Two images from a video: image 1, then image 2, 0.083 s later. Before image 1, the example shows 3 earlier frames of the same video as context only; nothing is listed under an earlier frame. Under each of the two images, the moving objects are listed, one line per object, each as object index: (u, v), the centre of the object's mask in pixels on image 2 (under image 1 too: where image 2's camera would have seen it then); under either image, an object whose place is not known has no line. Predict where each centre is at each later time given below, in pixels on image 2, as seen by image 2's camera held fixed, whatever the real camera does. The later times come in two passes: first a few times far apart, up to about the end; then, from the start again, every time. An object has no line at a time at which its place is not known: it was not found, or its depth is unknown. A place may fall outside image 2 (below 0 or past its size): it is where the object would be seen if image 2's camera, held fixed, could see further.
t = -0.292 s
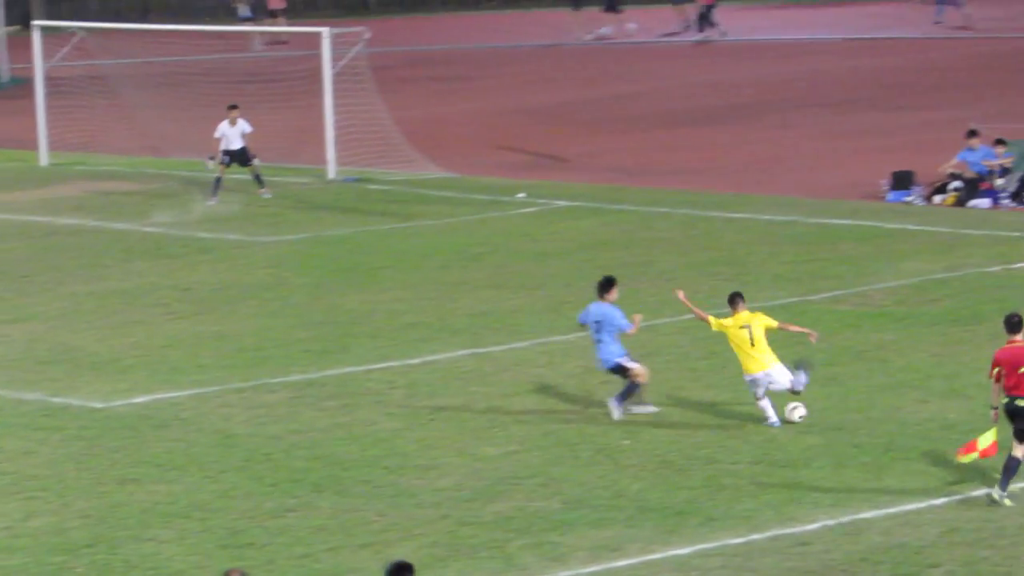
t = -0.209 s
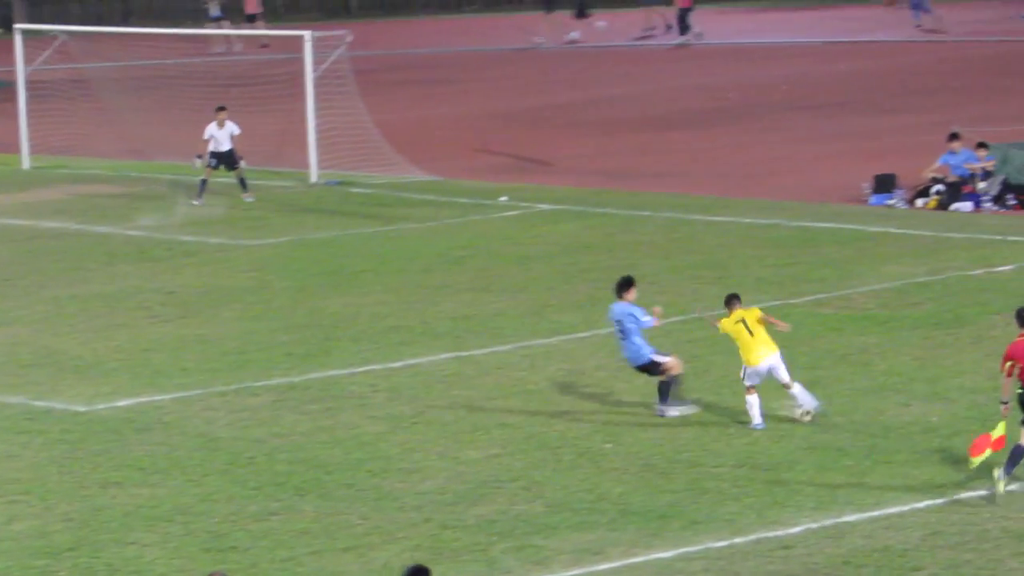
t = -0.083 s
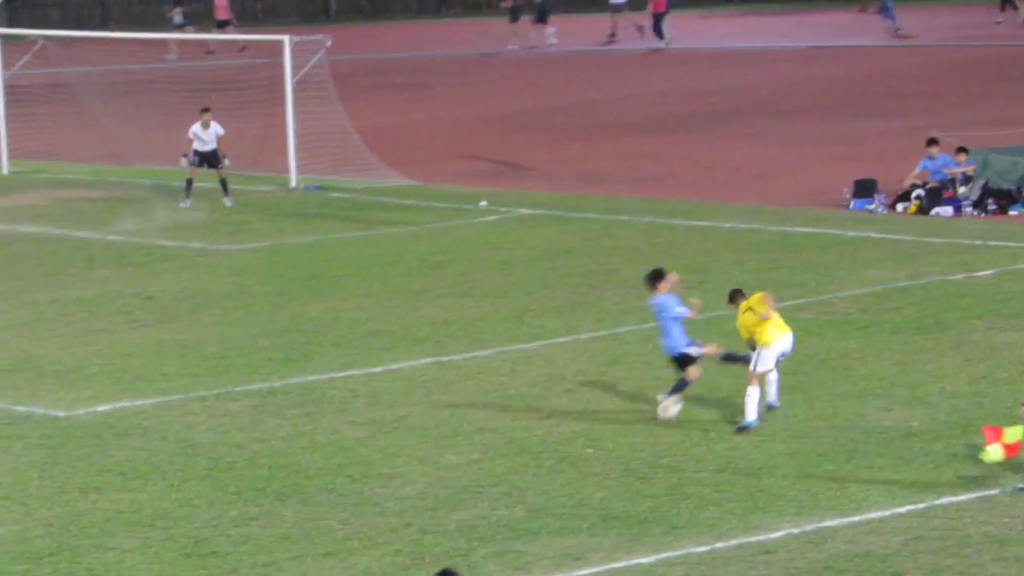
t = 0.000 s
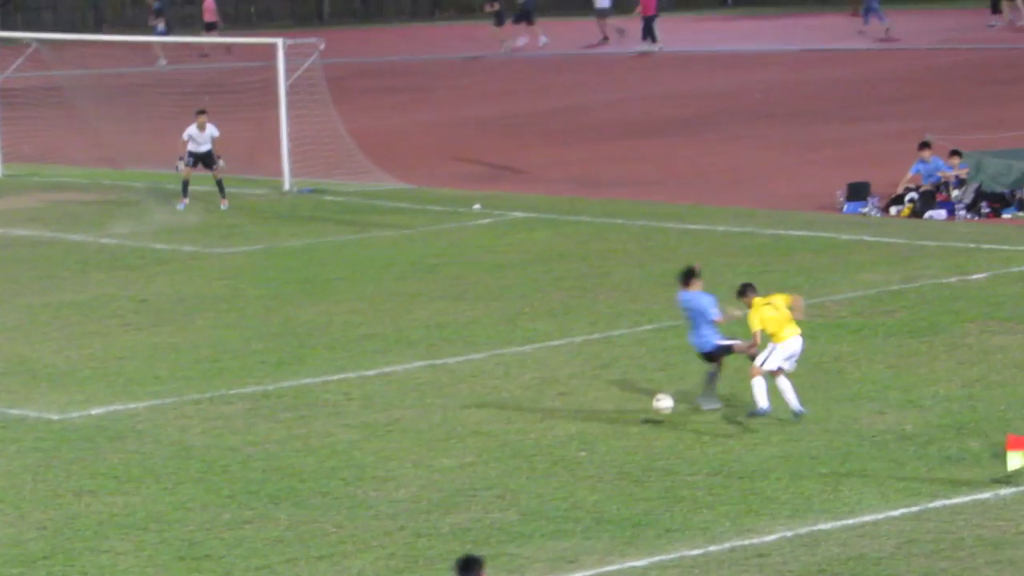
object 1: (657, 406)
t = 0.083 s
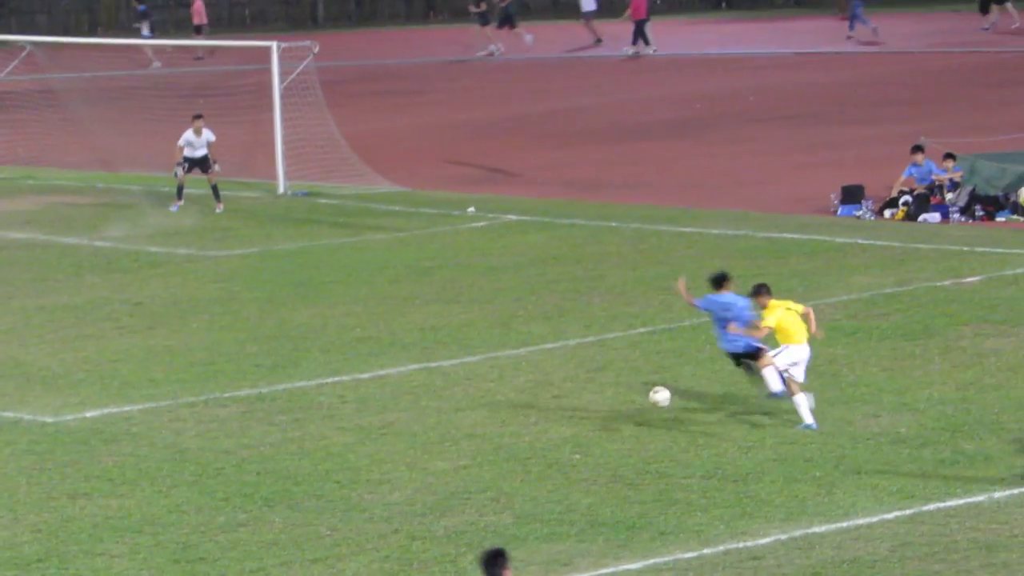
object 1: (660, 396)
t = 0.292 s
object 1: (667, 399)
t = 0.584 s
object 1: (677, 432)
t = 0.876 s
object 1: (682, 447)
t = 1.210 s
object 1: (687, 466)
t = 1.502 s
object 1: (694, 477)
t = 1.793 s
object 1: (695, 486)
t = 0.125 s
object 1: (661, 394)
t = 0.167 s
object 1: (662, 393)
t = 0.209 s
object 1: (664, 393)
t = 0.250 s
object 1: (666, 395)
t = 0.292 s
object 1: (667, 399)
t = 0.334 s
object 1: (669, 405)
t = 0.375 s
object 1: (671, 412)
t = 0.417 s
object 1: (673, 421)
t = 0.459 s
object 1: (674, 432)
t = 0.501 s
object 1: (676, 441)
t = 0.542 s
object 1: (676, 437)
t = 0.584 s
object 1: (677, 432)
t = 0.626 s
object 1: (677, 429)
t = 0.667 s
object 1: (678, 428)
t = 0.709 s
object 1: (679, 429)
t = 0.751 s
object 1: (679, 431)
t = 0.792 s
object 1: (680, 435)
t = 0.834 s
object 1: (681, 440)
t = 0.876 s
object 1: (682, 447)
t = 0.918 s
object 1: (683, 456)
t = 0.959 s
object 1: (683, 454)
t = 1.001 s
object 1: (684, 452)
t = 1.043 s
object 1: (684, 451)
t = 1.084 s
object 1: (685, 453)
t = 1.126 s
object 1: (686, 455)
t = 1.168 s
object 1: (687, 460)
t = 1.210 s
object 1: (687, 466)
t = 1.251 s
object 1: (688, 468)
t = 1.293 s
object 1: (690, 466)
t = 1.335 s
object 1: (690, 466)
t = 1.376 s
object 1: (691, 468)
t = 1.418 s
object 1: (692, 471)
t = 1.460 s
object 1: (694, 476)
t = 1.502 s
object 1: (694, 477)
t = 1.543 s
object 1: (694, 477)
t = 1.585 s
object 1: (694, 479)
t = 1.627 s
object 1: (695, 481)
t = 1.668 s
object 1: (695, 483)
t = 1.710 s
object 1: (695, 483)
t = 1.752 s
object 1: (695, 484)
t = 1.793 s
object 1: (695, 486)
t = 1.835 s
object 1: (696, 488)
